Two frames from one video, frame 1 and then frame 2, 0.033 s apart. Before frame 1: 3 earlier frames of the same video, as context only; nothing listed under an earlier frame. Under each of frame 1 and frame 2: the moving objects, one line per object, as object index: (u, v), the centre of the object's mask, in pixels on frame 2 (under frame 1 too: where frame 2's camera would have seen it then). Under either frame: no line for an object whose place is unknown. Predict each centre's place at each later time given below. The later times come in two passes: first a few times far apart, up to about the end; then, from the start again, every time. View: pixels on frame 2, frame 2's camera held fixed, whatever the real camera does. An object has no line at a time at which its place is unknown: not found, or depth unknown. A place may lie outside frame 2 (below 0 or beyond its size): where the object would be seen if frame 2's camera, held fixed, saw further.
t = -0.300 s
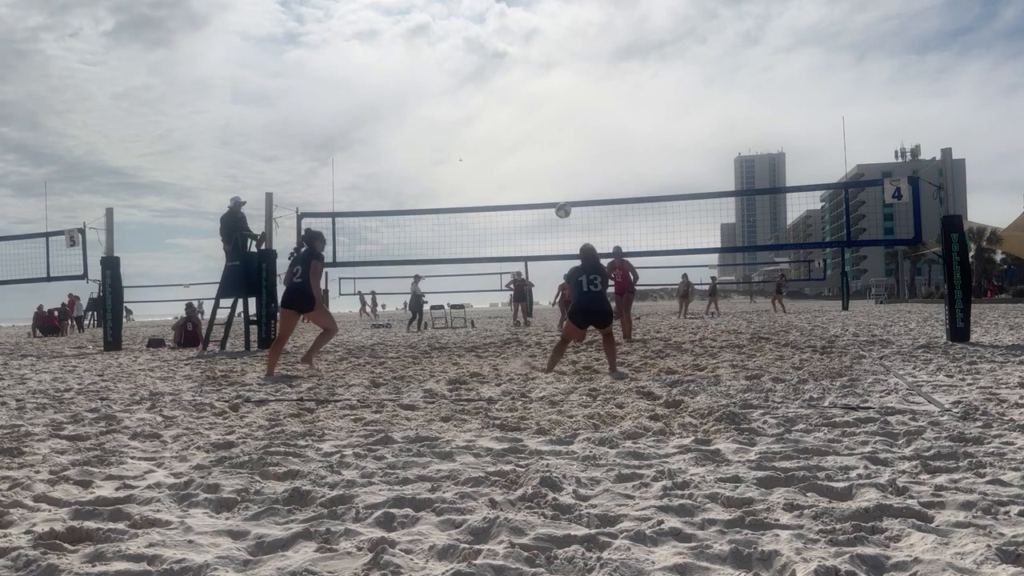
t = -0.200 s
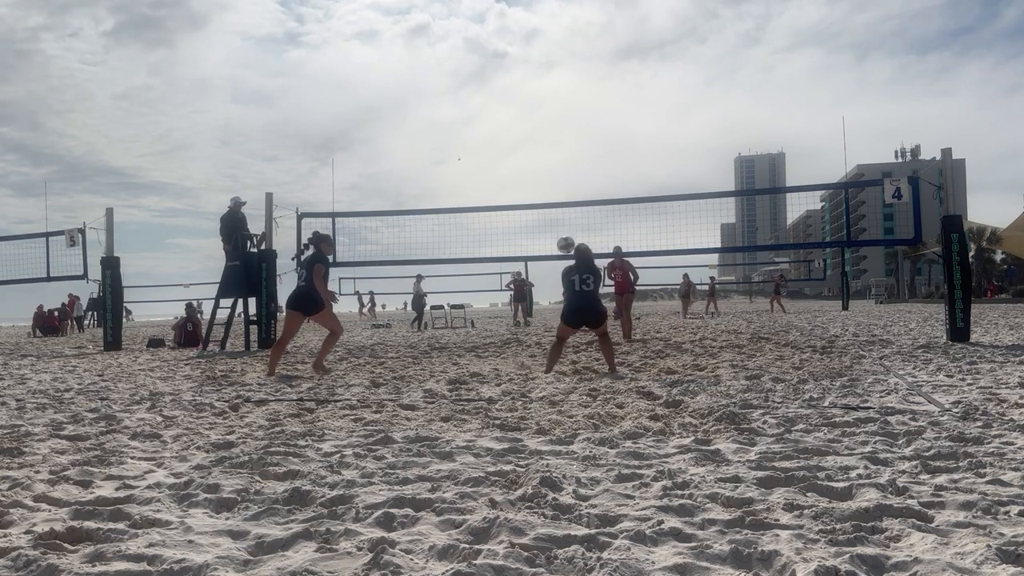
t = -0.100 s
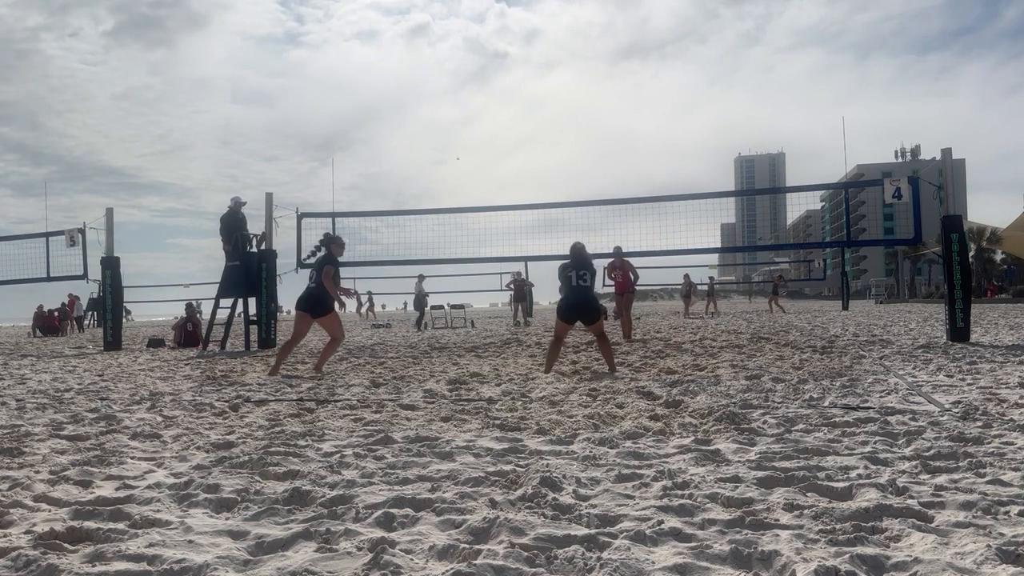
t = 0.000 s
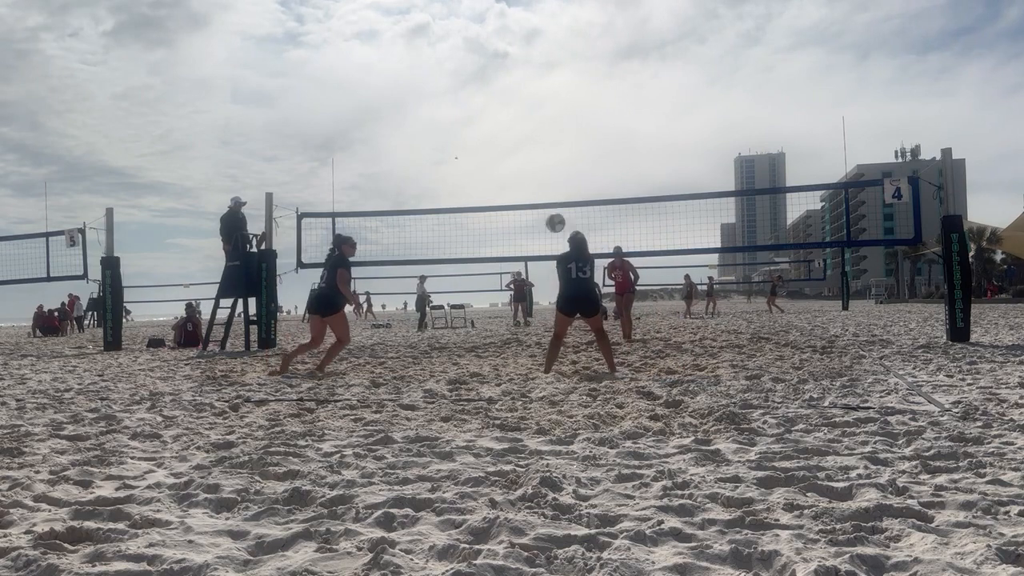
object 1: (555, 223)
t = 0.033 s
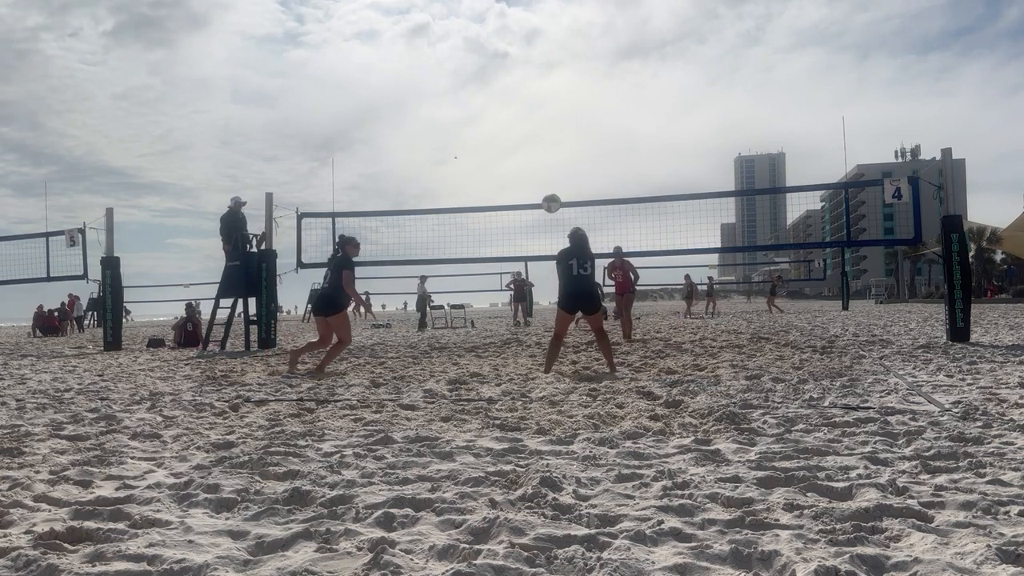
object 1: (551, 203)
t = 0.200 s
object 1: (532, 120)
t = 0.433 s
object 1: (510, 49)
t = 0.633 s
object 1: (494, 28)
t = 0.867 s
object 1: (478, 47)
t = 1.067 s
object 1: (467, 98)
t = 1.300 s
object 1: (458, 198)
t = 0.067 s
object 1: (547, 184)
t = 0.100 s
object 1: (543, 167)
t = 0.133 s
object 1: (540, 150)
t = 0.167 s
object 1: (536, 135)
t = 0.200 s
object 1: (532, 120)
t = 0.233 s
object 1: (529, 107)
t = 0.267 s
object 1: (525, 95)
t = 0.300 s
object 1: (522, 83)
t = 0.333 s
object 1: (519, 73)
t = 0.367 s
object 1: (516, 64)
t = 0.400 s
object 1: (513, 56)
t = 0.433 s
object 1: (510, 49)
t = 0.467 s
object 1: (507, 43)
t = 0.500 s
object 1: (504, 38)
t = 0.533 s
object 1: (501, 34)
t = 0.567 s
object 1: (499, 31)
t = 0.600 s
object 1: (496, 29)
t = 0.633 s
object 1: (494, 28)
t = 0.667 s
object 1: (491, 27)
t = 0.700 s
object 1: (489, 28)
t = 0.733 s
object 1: (487, 30)
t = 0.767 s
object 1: (484, 33)
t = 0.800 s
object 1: (482, 37)
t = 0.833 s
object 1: (480, 41)
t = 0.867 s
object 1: (478, 47)
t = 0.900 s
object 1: (476, 53)
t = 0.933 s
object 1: (474, 61)
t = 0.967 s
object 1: (472, 69)
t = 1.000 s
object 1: (471, 78)
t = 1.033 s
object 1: (469, 87)
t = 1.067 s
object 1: (467, 98)
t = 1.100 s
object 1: (466, 110)
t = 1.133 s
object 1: (464, 123)
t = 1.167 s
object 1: (463, 136)
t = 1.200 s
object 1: (462, 150)
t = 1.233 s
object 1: (460, 165)
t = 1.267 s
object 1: (460, 181)
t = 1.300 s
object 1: (458, 198)
